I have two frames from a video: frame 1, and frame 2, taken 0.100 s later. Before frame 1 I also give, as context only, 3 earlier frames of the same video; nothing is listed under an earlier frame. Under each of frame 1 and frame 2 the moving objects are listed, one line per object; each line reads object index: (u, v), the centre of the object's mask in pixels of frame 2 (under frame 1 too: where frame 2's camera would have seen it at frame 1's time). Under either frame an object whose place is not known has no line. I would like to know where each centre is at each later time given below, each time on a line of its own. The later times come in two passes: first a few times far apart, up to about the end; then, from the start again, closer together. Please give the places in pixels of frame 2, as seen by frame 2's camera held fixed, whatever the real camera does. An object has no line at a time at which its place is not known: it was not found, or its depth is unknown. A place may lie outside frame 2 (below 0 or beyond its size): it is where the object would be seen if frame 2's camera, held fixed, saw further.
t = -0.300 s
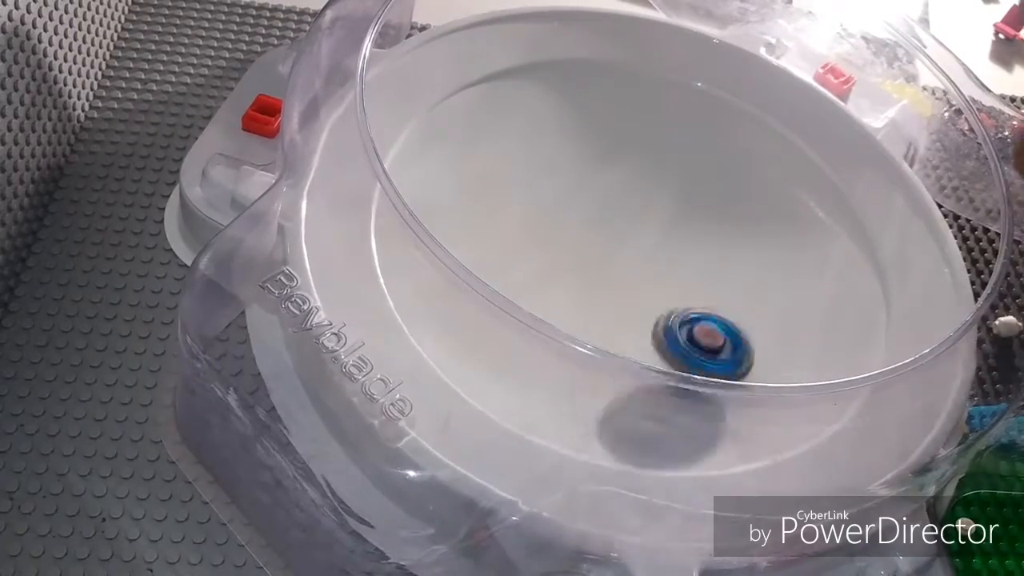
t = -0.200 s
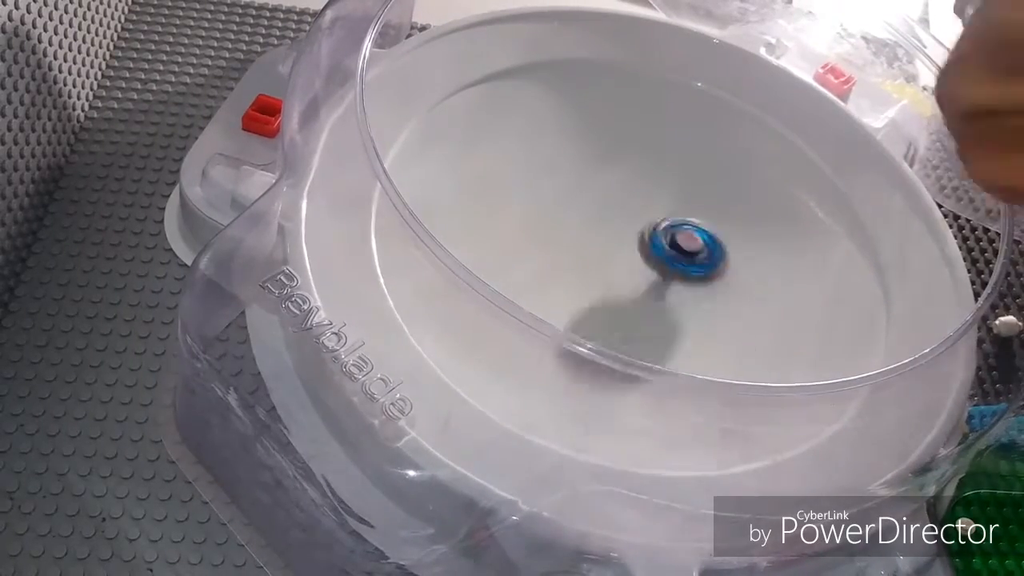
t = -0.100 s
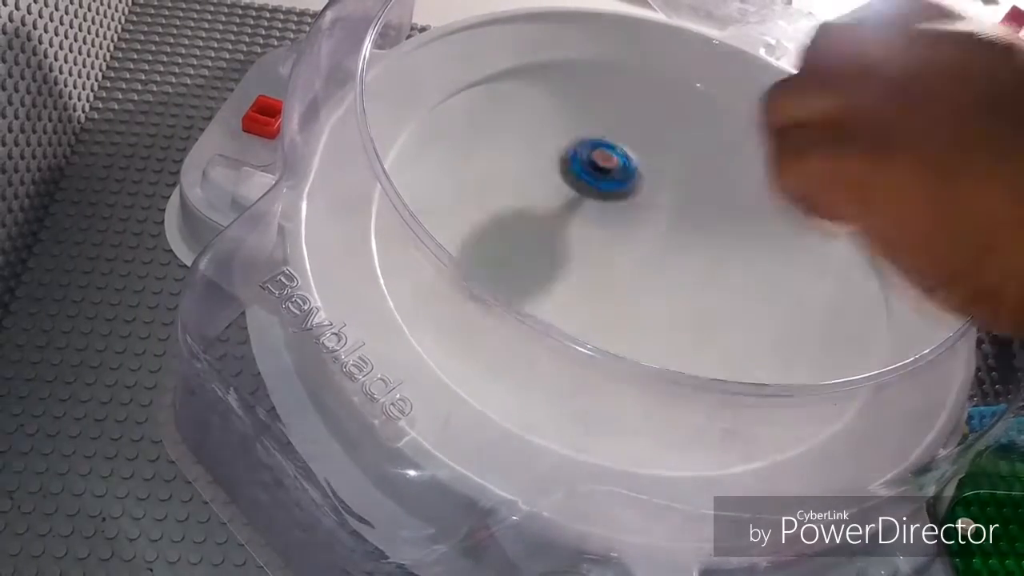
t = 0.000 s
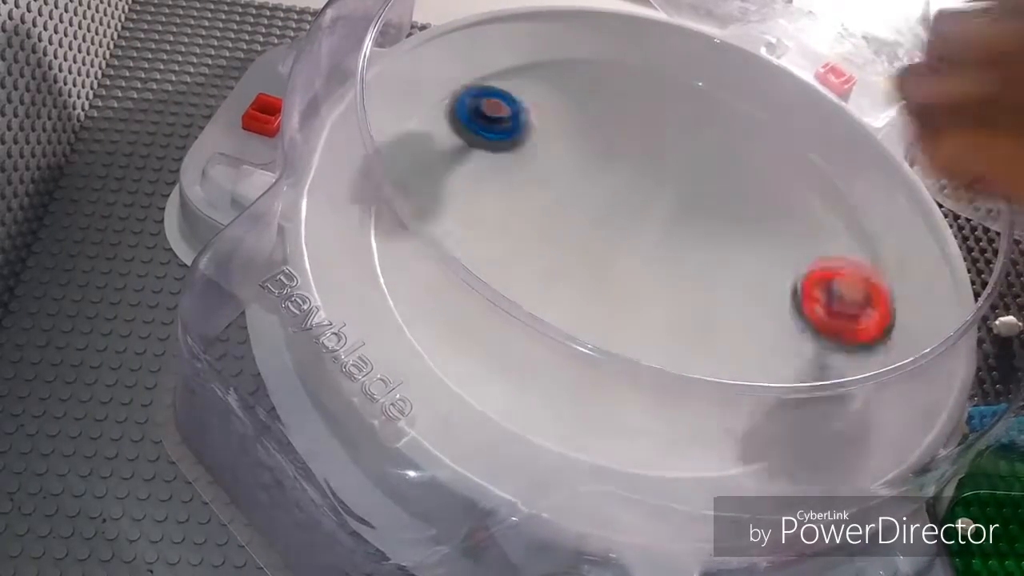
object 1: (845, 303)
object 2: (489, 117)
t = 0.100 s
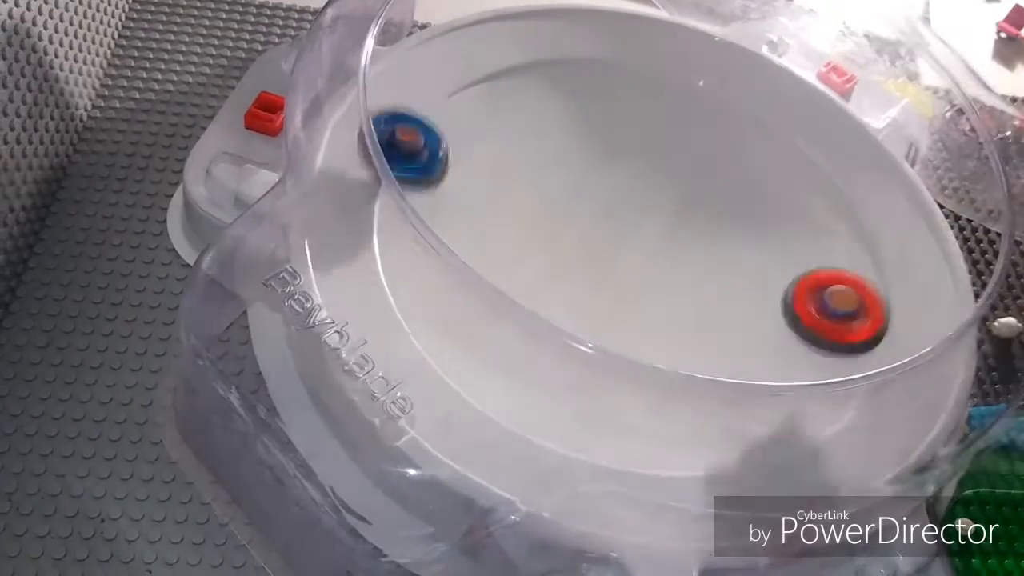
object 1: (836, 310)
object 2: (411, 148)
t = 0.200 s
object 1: (758, 310)
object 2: (418, 291)
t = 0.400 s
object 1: (597, 215)
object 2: (692, 339)
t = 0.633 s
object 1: (500, 170)
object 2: (650, 102)
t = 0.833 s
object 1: (584, 244)
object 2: (448, 54)
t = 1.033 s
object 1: (745, 286)
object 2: (410, 111)
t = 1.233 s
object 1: (714, 203)
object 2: (530, 266)
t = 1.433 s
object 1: (562, 140)
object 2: (721, 217)
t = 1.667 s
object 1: (453, 187)
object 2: (664, 58)
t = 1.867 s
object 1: (619, 318)
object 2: (527, 113)
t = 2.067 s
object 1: (807, 267)
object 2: (616, 251)
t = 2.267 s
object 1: (763, 145)
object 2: (786, 219)
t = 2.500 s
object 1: (544, 69)
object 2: (760, 98)
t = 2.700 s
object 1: (446, 193)
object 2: (623, 116)
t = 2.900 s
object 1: (649, 395)
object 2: (615, 267)
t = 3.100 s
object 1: (877, 336)
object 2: (784, 318)
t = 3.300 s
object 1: (851, 193)
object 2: (762, 235)
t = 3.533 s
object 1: (655, 64)
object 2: (704, 200)
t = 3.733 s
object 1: (474, 168)
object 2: (636, 238)
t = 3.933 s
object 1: (542, 366)
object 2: (657, 306)
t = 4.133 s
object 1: (770, 351)
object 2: (705, 301)
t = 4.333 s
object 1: (861, 245)
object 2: (709, 265)
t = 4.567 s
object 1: (694, 147)
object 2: (643, 278)
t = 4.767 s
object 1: (496, 207)
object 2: (634, 315)
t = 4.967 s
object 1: (476, 290)
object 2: (659, 318)
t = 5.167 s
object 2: (651, 270)
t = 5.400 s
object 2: (554, 207)
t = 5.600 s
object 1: (675, 207)
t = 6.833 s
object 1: (582, 150)
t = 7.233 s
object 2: (660, 151)
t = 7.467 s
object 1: (769, 163)
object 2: (619, 159)
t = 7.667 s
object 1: (653, 86)
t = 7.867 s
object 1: (509, 185)
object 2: (674, 242)
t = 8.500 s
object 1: (792, 180)
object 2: (620, 204)
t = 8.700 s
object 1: (710, 149)
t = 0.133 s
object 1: (812, 330)
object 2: (384, 188)
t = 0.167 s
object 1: (789, 317)
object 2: (381, 232)
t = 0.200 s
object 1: (758, 310)
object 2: (418, 291)
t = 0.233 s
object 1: (729, 295)
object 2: (462, 339)
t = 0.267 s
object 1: (700, 281)
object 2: (512, 372)
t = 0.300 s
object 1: (672, 264)
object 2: (566, 388)
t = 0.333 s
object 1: (644, 251)
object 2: (615, 395)
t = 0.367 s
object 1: (619, 236)
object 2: (661, 366)
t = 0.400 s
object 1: (597, 215)
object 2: (692, 339)
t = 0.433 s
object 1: (571, 210)
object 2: (711, 311)
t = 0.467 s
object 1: (551, 200)
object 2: (721, 274)
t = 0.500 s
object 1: (536, 185)
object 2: (720, 235)
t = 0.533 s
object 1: (517, 185)
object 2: (711, 199)
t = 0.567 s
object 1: (508, 176)
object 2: (697, 164)
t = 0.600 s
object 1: (498, 178)
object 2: (676, 131)
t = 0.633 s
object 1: (500, 170)
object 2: (650, 102)
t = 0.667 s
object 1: (500, 175)
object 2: (622, 77)
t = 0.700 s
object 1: (500, 194)
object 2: (589, 57)
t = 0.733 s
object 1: (524, 186)
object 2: (554, 43)
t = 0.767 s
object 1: (546, 193)
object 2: (512, 45)
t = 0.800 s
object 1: (563, 218)
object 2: (476, 50)
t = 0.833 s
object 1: (584, 244)
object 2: (448, 54)
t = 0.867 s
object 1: (620, 246)
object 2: (429, 59)
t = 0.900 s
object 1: (652, 262)
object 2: (418, 67)
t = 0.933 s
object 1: (678, 295)
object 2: (411, 75)
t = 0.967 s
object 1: (706, 299)
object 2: (409, 85)
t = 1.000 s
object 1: (729, 297)
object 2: (409, 97)
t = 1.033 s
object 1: (745, 286)
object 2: (410, 111)
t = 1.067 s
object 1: (753, 283)
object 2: (414, 134)
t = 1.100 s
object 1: (755, 274)
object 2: (425, 159)
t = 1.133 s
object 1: (753, 254)
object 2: (440, 190)
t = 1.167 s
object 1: (744, 239)
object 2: (464, 219)
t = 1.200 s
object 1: (730, 228)
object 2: (495, 245)
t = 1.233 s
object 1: (714, 203)
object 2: (530, 266)
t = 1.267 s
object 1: (691, 191)
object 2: (568, 278)
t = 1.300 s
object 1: (664, 190)
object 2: (607, 281)
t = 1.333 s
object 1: (642, 169)
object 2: (644, 275)
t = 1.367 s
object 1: (615, 161)
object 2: (677, 260)
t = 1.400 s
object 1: (588, 150)
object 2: (702, 241)
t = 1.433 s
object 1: (562, 140)
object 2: (721, 217)
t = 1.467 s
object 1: (535, 137)
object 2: (733, 191)
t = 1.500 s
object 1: (510, 136)
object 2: (738, 165)
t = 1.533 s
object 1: (488, 138)
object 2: (737, 137)
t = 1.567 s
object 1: (472, 141)
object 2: (729, 111)
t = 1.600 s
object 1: (456, 158)
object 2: (716, 89)
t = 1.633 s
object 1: (454, 166)
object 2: (699, 68)
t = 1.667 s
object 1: (453, 187)
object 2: (664, 58)
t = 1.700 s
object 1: (463, 207)
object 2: (623, 60)
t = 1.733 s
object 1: (479, 233)
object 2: (592, 60)
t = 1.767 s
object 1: (505, 258)
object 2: (568, 64)
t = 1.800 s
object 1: (538, 282)
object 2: (548, 74)
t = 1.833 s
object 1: (576, 302)
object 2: (534, 91)
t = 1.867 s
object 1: (619, 318)
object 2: (527, 113)
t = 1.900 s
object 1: (663, 323)
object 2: (525, 137)
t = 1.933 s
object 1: (704, 318)
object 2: (529, 164)
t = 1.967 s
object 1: (739, 310)
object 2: (540, 191)
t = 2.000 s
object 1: (768, 298)
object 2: (559, 215)
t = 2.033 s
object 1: (792, 275)
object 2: (585, 236)
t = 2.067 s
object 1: (807, 267)
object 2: (616, 251)
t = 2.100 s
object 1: (816, 238)
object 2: (651, 260)
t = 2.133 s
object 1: (817, 218)
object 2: (686, 265)
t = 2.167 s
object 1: (810, 209)
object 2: (718, 262)
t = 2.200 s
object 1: (800, 185)
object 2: (746, 250)
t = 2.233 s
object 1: (784, 163)
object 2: (768, 235)
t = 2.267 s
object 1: (763, 145)
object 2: (786, 219)
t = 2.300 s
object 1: (738, 128)
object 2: (801, 200)
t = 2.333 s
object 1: (709, 111)
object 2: (808, 180)
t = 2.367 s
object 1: (677, 94)
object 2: (809, 160)
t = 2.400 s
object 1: (643, 81)
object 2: (804, 141)
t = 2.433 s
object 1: (606, 73)
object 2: (793, 124)
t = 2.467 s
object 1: (575, 67)
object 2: (778, 108)
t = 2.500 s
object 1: (544, 69)
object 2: (760, 98)
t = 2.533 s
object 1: (515, 79)
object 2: (738, 90)
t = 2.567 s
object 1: (490, 93)
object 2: (715, 86)
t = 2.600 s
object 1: (468, 112)
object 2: (690, 87)
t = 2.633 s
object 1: (452, 134)
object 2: (664, 92)
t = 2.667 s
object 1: (442, 161)
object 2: (642, 101)
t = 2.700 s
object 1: (446, 193)
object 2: (623, 116)
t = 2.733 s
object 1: (455, 230)
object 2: (607, 136)
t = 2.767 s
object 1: (474, 271)
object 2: (595, 159)
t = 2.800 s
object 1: (504, 314)
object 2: (589, 185)
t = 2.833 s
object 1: (547, 350)
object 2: (590, 213)
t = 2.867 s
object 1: (600, 366)
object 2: (598, 240)
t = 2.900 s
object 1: (649, 395)
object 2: (615, 267)
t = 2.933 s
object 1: (700, 389)
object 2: (640, 290)
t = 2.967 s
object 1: (746, 395)
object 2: (668, 311)
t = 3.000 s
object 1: (786, 383)
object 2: (699, 326)
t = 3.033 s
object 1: (818, 364)
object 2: (731, 331)
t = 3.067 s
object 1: (854, 362)
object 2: (760, 325)
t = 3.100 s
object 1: (877, 336)
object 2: (784, 318)
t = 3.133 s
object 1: (893, 322)
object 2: (801, 309)
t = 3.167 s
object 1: (901, 301)
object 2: (793, 289)
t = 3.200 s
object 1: (893, 278)
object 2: (785, 270)
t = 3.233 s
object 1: (877, 248)
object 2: (779, 255)
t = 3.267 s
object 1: (864, 217)
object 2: (772, 242)
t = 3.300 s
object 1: (851, 193)
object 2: (762, 235)
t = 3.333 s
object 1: (833, 174)
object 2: (755, 225)
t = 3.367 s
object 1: (814, 149)
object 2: (747, 216)
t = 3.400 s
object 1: (792, 124)
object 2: (740, 209)
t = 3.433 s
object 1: (766, 99)
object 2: (734, 204)
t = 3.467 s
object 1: (734, 79)
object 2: (725, 201)
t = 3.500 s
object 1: (695, 69)
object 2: (715, 199)
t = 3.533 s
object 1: (655, 64)
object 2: (704, 200)
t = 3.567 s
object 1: (617, 64)
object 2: (691, 201)
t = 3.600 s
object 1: (579, 73)
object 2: (678, 205)
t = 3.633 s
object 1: (545, 88)
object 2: (665, 210)
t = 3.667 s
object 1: (516, 109)
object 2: (654, 218)
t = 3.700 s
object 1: (495, 131)
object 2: (644, 226)
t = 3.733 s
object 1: (474, 168)
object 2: (636, 238)
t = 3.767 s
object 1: (472, 191)
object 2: (633, 250)
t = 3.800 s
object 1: (475, 226)
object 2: (633, 262)
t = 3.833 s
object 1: (480, 262)
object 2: (636, 275)
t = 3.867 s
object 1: (493, 304)
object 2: (640, 289)
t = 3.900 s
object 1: (516, 336)
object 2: (648, 299)
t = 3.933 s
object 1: (542, 366)
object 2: (657, 306)
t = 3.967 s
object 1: (584, 368)
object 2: (668, 311)
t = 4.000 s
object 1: (632, 358)
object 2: (686, 310)
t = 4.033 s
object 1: (671, 367)
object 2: (695, 305)
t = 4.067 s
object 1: (702, 390)
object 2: (699, 310)
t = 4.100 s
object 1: (740, 355)
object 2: (703, 302)
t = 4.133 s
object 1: (770, 351)
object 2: (705, 301)
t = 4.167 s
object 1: (795, 346)
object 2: (714, 291)
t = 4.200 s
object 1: (820, 333)
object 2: (721, 280)
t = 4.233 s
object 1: (837, 312)
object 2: (723, 277)
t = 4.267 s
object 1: (848, 292)
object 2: (722, 273)
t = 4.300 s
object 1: (858, 268)
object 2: (717, 267)
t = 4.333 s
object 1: (861, 245)
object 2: (709, 265)
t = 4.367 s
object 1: (856, 222)
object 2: (700, 262)
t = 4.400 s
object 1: (842, 199)
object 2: (691, 261)
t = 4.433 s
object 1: (820, 180)
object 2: (680, 263)
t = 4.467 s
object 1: (796, 165)
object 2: (670, 265)
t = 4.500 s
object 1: (764, 154)
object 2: (660, 268)
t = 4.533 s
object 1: (730, 148)
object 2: (651, 272)
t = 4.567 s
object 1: (694, 147)
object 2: (643, 278)
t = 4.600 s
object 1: (656, 149)
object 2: (637, 284)
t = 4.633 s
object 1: (621, 154)
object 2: (633, 290)
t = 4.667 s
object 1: (585, 165)
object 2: (630, 298)
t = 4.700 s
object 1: (561, 165)
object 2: (630, 305)
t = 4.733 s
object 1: (529, 181)
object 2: (632, 309)
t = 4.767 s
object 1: (496, 207)
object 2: (634, 315)
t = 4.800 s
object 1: (484, 208)
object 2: (638, 318)
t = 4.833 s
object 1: (471, 220)
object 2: (643, 320)
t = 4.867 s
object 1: (469, 233)
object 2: (647, 322)
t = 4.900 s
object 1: (463, 248)
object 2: (651, 324)
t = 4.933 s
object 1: (461, 278)
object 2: (656, 321)
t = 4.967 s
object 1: (476, 290)
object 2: (659, 318)
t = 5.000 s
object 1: (494, 310)
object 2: (659, 315)
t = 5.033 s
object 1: (520, 324)
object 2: (660, 310)
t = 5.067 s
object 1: (550, 336)
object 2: (660, 304)
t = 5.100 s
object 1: (589, 342)
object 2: (656, 300)
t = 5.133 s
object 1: (630, 348)
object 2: (654, 289)
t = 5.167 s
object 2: (651, 270)
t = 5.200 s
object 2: (645, 251)
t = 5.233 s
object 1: (726, 410)
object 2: (636, 237)
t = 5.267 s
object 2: (625, 224)
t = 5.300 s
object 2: (610, 215)
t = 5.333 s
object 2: (591, 210)
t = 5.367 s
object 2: (571, 207)
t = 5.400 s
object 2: (554, 207)
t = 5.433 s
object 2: (537, 210)
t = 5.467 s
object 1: (786, 302)
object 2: (522, 215)
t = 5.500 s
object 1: (761, 276)
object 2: (511, 223)
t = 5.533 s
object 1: (734, 252)
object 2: (504, 233)
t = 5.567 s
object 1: (706, 229)
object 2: (500, 243)
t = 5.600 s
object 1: (675, 207)
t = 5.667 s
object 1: (618, 168)
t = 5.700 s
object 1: (589, 151)
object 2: (528, 280)
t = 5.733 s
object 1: (565, 131)
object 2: (539, 286)
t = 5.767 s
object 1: (539, 124)
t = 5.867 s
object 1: (496, 111)
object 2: (596, 302)
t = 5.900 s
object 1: (484, 126)
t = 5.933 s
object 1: (484, 131)
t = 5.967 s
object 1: (486, 144)
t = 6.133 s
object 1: (546, 242)
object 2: (633, 204)
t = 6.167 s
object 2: (624, 190)
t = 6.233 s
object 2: (600, 168)
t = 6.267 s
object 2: (586, 160)
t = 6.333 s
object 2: (558, 152)
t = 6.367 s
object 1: (665, 301)
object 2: (547, 151)
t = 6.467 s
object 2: (521, 168)
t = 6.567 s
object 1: (679, 214)
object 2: (521, 195)
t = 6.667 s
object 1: (659, 175)
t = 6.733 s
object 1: (632, 167)
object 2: (574, 237)
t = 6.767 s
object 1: (618, 154)
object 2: (589, 239)
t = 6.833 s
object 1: (582, 150)
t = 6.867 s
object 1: (562, 147)
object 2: (634, 237)
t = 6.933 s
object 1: (531, 159)
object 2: (656, 225)
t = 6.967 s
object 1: (525, 172)
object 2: (665, 215)
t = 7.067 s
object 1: (547, 235)
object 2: (676, 186)
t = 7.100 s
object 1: (569, 252)
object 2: (676, 177)
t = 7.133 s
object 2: (673, 169)
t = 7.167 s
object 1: (625, 276)
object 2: (670, 162)
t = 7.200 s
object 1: (657, 279)
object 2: (665, 156)
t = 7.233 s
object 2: (660, 151)
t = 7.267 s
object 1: (714, 269)
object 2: (654, 148)
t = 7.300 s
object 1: (736, 258)
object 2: (648, 147)
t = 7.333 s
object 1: (754, 243)
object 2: (641, 147)
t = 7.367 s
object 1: (766, 225)
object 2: (636, 148)
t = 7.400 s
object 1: (773, 205)
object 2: (629, 150)
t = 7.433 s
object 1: (774, 185)
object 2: (624, 154)
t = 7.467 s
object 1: (769, 163)
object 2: (619, 159)
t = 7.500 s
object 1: (761, 145)
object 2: (615, 164)
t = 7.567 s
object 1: (728, 114)
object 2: (612, 180)
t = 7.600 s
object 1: (704, 101)
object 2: (613, 188)
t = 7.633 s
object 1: (681, 91)
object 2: (614, 196)
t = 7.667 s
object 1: (653, 86)
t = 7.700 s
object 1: (623, 86)
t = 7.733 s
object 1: (593, 91)
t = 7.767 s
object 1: (563, 105)
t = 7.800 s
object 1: (538, 126)
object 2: (652, 235)
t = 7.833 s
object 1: (520, 153)
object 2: (662, 240)
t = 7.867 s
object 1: (509, 185)
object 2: (674, 242)
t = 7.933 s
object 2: (695, 243)
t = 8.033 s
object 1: (584, 340)
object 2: (717, 235)
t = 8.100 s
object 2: (724, 226)
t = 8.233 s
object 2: (718, 209)
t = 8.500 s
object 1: (792, 180)
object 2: (620, 204)
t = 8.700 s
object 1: (710, 149)
